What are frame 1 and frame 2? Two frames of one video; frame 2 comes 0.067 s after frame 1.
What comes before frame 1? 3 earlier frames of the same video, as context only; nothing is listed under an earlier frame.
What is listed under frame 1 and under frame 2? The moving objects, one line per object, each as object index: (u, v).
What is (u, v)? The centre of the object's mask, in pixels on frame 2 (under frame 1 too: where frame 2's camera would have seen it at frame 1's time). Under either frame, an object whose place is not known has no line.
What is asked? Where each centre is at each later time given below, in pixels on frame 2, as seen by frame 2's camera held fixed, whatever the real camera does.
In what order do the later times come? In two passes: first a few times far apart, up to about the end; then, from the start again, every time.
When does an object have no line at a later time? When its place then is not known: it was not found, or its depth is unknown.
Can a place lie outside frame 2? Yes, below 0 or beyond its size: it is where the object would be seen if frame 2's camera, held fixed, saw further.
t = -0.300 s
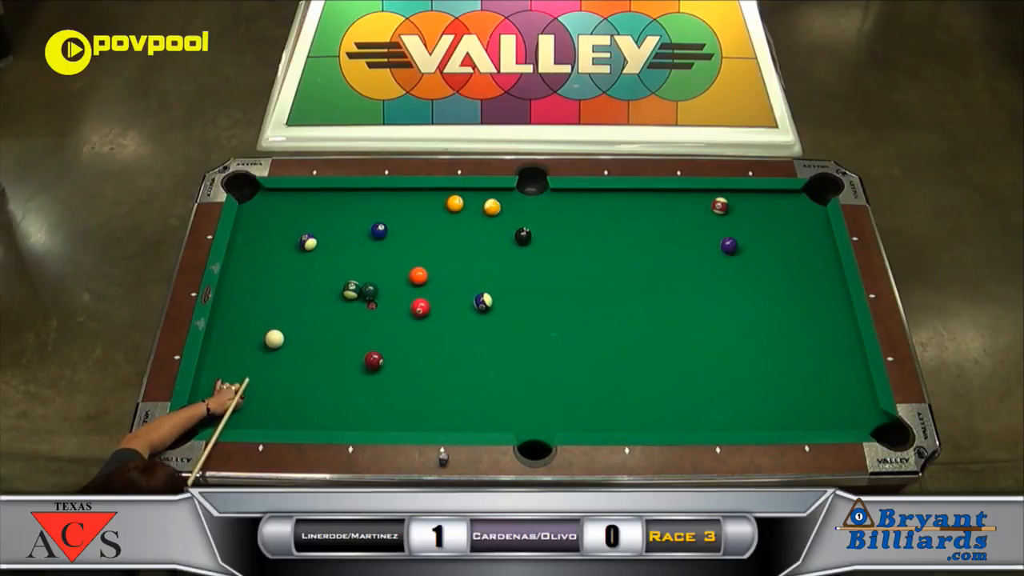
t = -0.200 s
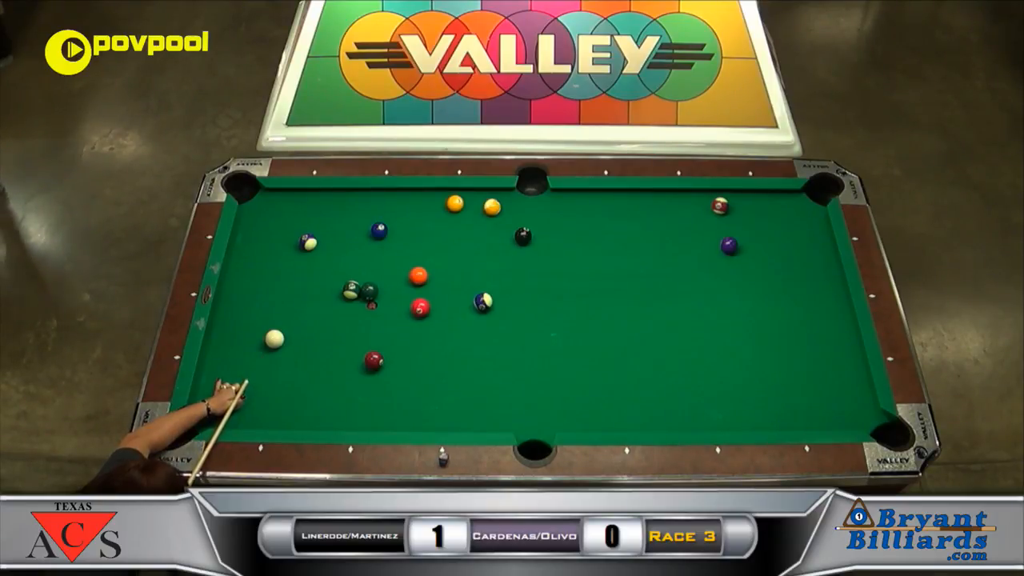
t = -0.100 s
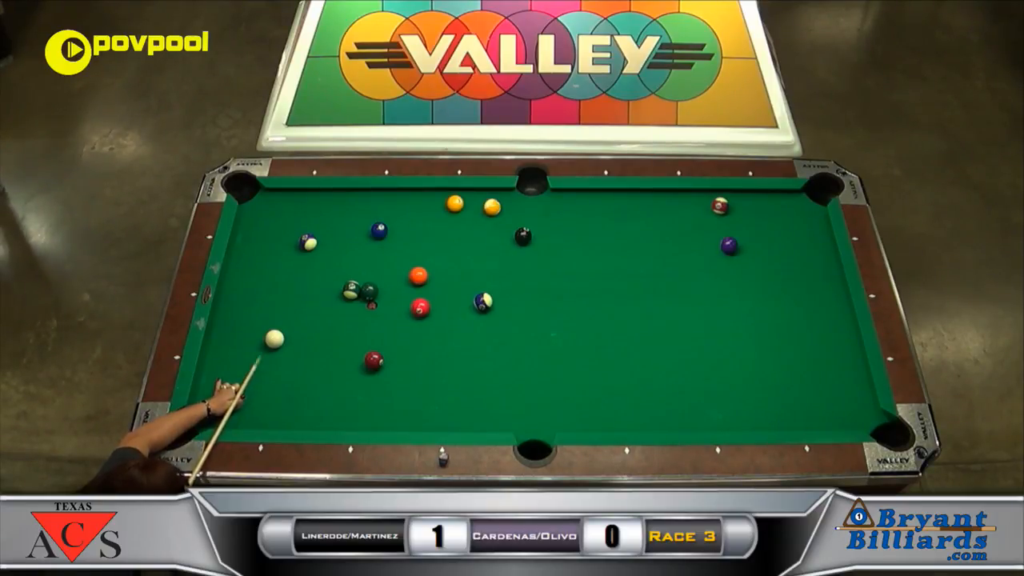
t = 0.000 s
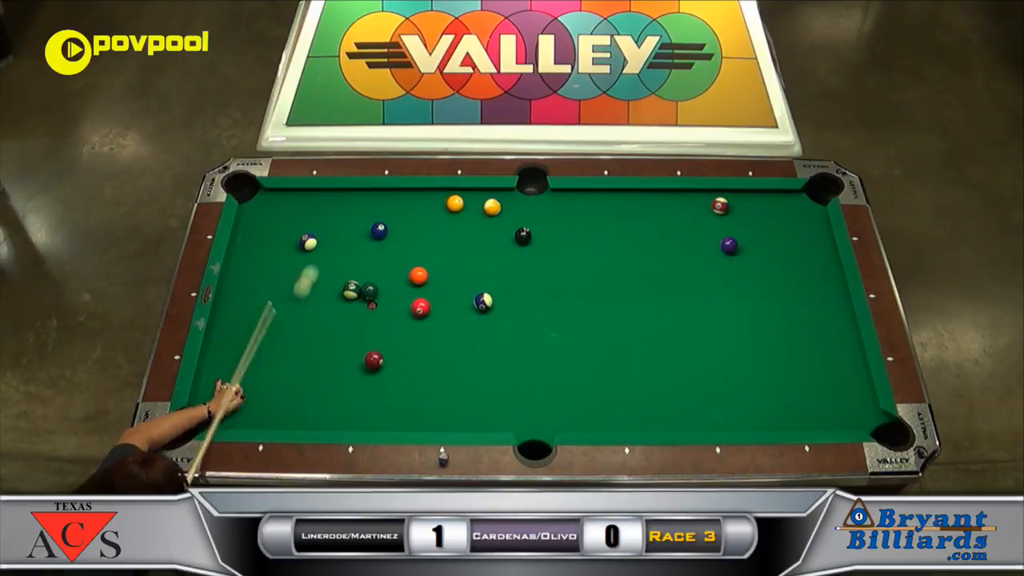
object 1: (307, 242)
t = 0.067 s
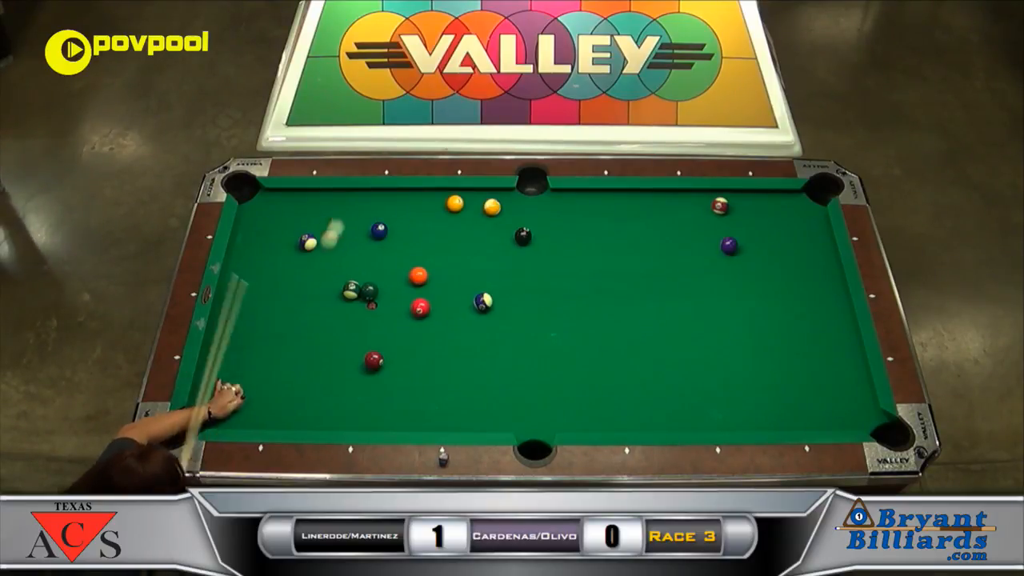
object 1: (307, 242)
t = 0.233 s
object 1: (307, 242)
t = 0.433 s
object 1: (307, 242)
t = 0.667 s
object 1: (307, 242)
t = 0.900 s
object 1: (307, 242)
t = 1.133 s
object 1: (307, 242)
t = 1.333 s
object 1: (307, 242)
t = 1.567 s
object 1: (307, 242)
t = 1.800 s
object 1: (307, 242)
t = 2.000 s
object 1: (313, 236)
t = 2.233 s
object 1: (325, 223)
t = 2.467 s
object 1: (334, 212)
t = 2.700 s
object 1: (344, 203)
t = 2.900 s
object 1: (352, 195)
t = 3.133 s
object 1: (356, 198)
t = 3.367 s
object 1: (359, 202)
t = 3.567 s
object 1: (361, 205)
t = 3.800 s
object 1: (364, 208)
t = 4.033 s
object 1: (365, 209)
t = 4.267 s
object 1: (367, 211)
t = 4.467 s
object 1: (368, 211)
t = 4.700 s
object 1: (369, 211)
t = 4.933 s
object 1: (368, 211)
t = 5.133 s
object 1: (368, 211)
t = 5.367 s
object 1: (369, 211)
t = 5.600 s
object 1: (369, 211)
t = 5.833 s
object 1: (368, 211)
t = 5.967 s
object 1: (368, 211)
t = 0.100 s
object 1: (307, 242)
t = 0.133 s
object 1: (307, 242)
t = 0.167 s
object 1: (307, 242)
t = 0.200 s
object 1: (307, 242)
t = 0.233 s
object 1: (307, 242)
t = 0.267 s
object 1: (307, 242)
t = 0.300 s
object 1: (307, 242)
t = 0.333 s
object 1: (307, 242)
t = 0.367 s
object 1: (307, 242)
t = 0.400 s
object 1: (307, 242)
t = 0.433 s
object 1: (307, 242)
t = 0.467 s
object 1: (307, 242)
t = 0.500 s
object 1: (307, 242)
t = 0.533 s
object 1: (307, 242)
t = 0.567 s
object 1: (307, 242)
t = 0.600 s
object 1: (307, 242)
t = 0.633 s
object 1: (307, 242)
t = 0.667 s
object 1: (307, 242)
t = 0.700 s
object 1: (307, 242)
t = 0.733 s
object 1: (307, 242)
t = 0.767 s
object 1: (307, 242)
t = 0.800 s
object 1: (307, 242)
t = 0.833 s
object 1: (307, 242)
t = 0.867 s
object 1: (307, 242)
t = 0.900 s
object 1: (307, 242)
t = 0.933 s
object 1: (307, 242)
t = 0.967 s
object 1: (307, 242)
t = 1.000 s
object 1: (307, 242)
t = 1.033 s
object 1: (307, 242)
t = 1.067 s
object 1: (307, 242)
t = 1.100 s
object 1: (307, 242)
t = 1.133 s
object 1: (307, 242)
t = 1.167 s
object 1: (307, 242)
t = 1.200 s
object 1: (307, 242)
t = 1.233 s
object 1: (307, 242)
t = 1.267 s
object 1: (307, 242)
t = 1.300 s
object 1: (307, 242)
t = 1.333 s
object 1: (307, 242)
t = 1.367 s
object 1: (307, 242)
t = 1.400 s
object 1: (307, 242)
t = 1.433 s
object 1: (307, 242)
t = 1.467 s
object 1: (307, 242)
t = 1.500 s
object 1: (307, 242)
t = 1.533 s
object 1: (307, 242)
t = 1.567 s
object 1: (307, 242)
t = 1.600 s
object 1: (307, 242)
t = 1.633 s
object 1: (307, 242)
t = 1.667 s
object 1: (307, 242)
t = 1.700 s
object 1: (307, 242)
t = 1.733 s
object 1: (307, 242)
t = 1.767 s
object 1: (307, 242)
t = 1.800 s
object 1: (307, 242)
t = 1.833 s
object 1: (307, 242)
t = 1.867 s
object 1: (308, 242)
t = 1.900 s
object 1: (308, 241)
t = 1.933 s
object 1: (310, 239)
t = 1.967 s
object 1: (312, 237)
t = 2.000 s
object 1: (313, 236)
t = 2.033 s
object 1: (315, 233)
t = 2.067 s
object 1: (317, 232)
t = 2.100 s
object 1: (319, 230)
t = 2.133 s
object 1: (320, 228)
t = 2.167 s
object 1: (322, 226)
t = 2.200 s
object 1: (323, 225)
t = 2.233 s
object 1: (325, 223)
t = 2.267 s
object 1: (326, 222)
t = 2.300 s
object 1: (327, 220)
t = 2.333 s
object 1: (329, 219)
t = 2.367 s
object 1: (330, 217)
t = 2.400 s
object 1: (332, 215)
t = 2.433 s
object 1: (333, 214)
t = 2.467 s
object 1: (334, 212)
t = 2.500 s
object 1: (336, 211)
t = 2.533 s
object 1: (337, 210)
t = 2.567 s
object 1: (339, 208)
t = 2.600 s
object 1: (340, 207)
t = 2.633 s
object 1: (341, 206)
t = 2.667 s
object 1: (342, 204)
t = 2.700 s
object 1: (344, 203)
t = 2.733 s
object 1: (345, 201)
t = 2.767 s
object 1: (346, 200)
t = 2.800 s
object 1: (348, 198)
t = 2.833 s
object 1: (349, 197)
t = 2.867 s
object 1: (351, 196)
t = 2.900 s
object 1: (352, 195)
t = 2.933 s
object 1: (353, 194)
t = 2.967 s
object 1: (353, 195)
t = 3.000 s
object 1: (354, 195)
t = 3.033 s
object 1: (354, 196)
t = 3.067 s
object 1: (355, 197)
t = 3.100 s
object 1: (355, 197)
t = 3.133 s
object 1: (356, 198)
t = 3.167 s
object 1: (356, 199)
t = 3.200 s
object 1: (357, 200)
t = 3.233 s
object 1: (357, 200)
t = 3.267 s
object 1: (358, 201)
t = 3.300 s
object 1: (358, 201)
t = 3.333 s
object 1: (358, 202)
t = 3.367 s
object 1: (359, 202)
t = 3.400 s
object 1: (359, 203)
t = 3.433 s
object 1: (360, 203)
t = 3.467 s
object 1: (360, 204)
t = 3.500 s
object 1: (360, 204)
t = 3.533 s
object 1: (361, 205)
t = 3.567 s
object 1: (361, 205)
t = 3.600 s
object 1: (362, 206)
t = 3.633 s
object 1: (362, 206)
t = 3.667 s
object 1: (362, 206)
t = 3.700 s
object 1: (363, 207)
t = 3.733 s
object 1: (363, 207)
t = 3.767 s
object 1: (364, 207)
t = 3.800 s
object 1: (364, 208)
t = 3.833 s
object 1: (364, 208)
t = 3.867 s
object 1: (364, 208)
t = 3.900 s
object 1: (365, 209)
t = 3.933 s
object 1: (365, 209)
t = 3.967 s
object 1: (365, 209)
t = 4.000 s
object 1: (365, 209)
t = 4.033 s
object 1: (365, 209)
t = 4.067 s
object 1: (366, 210)
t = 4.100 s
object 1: (366, 210)
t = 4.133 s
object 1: (366, 210)
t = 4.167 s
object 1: (366, 210)
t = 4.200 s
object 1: (366, 210)
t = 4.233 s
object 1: (367, 210)
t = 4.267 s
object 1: (367, 211)
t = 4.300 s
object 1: (367, 211)
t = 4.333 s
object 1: (367, 211)
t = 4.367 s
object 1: (368, 211)
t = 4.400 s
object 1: (368, 211)
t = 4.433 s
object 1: (368, 211)
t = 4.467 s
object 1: (368, 211)
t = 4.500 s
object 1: (368, 211)
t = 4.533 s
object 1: (368, 211)
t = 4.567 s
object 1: (368, 211)
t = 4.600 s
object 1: (368, 211)
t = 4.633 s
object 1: (368, 211)
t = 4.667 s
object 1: (368, 211)
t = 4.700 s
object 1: (369, 211)
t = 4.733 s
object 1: (369, 211)
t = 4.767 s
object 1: (369, 211)
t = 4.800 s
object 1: (368, 211)
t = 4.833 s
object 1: (369, 211)
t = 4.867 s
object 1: (369, 211)
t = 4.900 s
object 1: (369, 211)
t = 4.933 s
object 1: (368, 211)
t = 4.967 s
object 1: (368, 211)
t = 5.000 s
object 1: (369, 211)
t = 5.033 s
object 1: (368, 211)
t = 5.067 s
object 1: (368, 211)
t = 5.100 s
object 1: (368, 211)
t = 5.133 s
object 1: (368, 211)
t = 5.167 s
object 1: (368, 211)
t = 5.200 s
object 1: (368, 211)
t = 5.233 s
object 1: (368, 211)
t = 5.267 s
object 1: (368, 211)
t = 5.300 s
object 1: (368, 211)
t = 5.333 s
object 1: (368, 211)
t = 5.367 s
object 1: (369, 211)
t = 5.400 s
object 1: (369, 211)
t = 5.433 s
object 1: (368, 211)
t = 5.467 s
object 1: (369, 211)
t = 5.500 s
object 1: (369, 211)
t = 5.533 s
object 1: (368, 211)
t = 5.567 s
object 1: (369, 211)
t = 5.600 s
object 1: (369, 211)
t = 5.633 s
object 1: (368, 211)
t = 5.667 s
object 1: (368, 211)
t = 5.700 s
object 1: (368, 211)
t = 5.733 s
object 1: (368, 211)
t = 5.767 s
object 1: (368, 211)
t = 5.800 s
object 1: (368, 211)
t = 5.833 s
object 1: (368, 211)
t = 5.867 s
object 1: (368, 211)
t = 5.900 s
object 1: (368, 211)
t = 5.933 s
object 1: (368, 211)
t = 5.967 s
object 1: (368, 211)
